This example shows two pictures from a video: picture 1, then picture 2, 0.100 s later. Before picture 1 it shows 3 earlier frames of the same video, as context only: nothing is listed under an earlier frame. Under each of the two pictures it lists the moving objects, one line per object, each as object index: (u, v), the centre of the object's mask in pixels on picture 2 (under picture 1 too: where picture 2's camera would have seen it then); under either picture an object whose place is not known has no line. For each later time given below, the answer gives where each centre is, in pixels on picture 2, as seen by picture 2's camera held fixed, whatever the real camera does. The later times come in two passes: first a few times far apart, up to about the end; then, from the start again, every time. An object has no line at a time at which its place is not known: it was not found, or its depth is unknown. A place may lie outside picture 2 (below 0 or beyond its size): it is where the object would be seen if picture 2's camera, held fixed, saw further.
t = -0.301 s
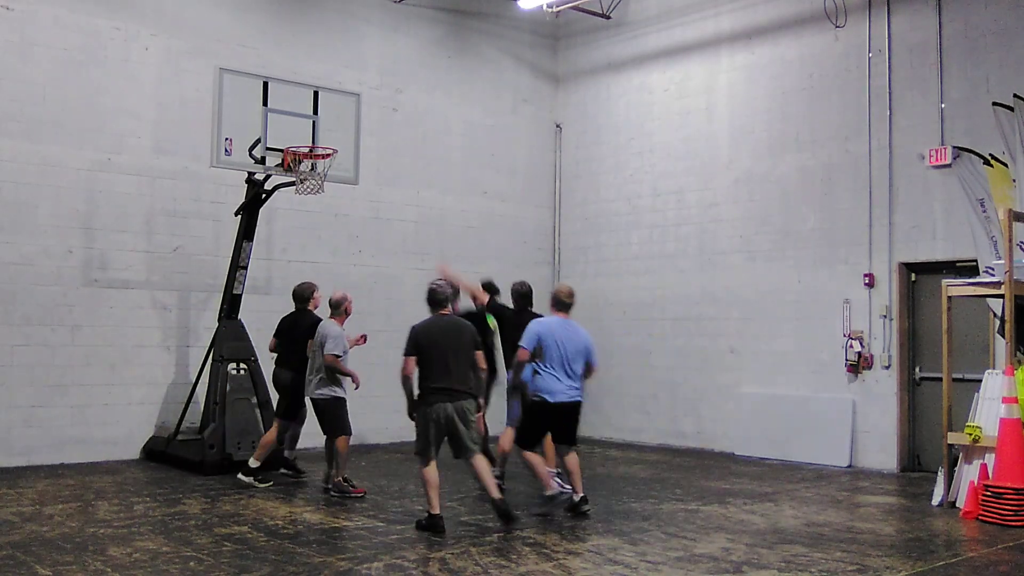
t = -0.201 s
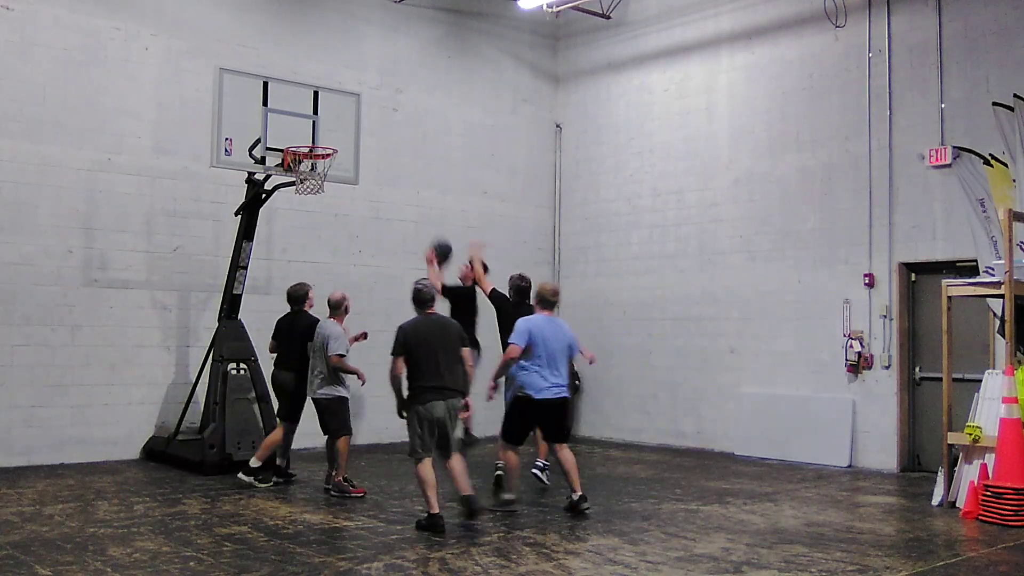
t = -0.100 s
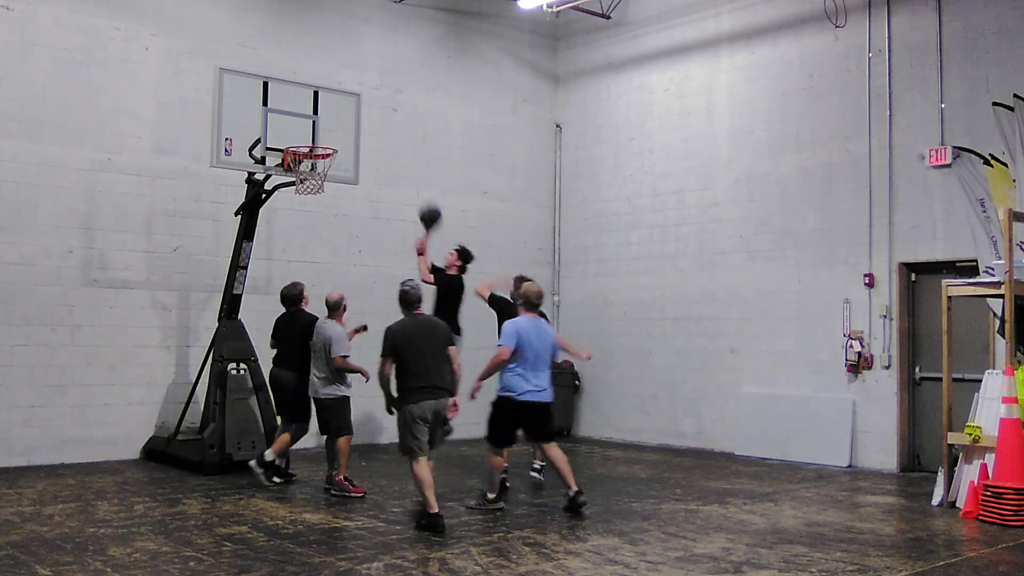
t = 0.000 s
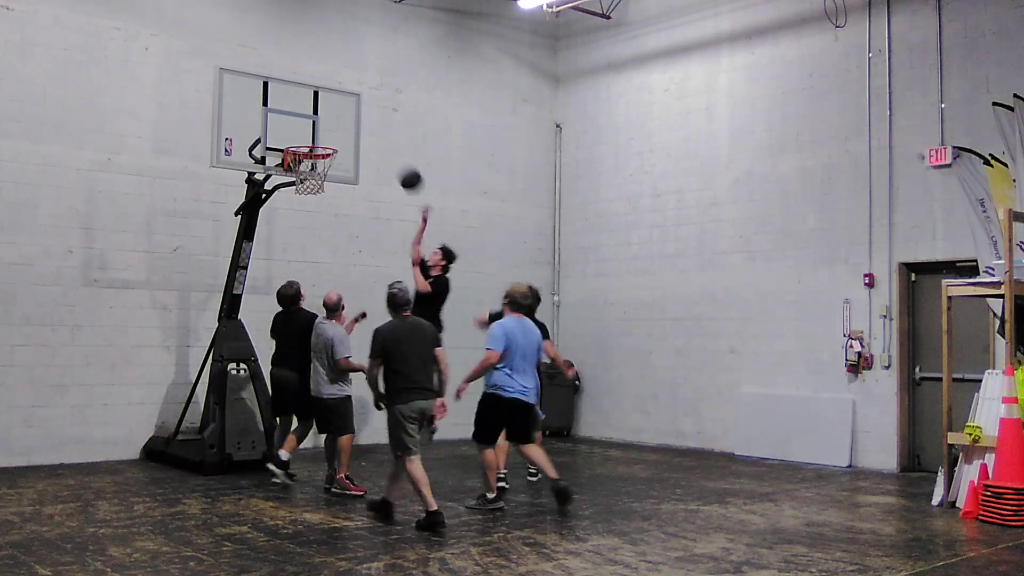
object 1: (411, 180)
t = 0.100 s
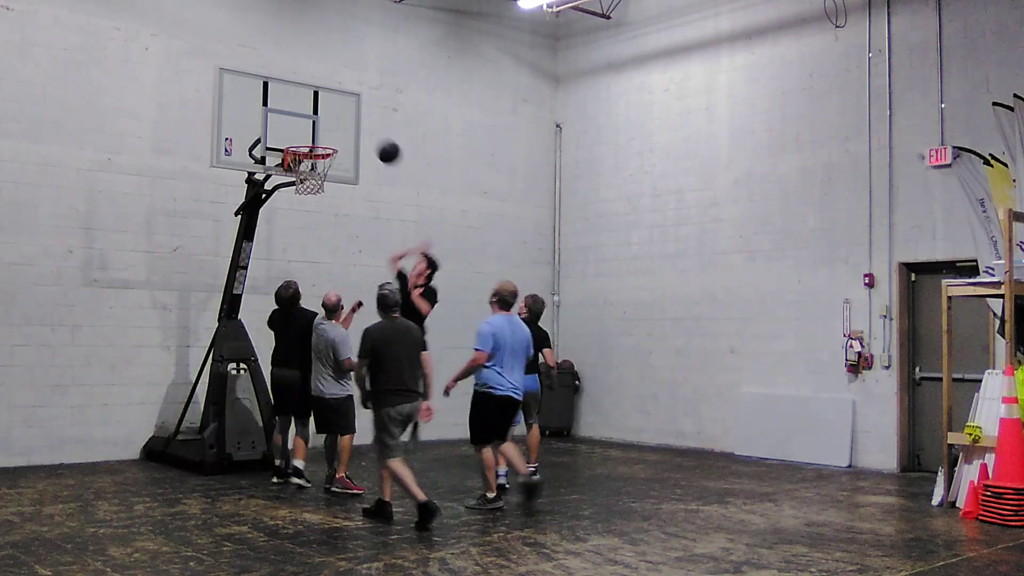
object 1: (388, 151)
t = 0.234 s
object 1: (358, 131)
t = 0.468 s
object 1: (302, 135)
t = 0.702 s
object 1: (327, 126)
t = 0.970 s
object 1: (369, 171)
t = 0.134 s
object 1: (381, 145)
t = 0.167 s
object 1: (374, 139)
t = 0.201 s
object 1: (365, 134)
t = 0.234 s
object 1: (358, 131)
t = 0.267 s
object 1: (350, 128)
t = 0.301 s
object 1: (343, 126)
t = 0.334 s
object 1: (335, 126)
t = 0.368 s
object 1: (327, 127)
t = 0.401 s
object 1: (318, 129)
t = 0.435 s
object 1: (310, 131)
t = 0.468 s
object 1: (302, 135)
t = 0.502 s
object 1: (295, 137)
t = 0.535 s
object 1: (300, 135)
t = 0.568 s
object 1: (306, 131)
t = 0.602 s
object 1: (310, 128)
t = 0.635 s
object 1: (316, 126)
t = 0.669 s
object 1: (321, 126)
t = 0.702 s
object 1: (327, 126)
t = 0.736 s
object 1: (333, 128)
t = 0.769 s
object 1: (338, 130)
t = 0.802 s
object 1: (343, 134)
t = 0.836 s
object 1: (349, 140)
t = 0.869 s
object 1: (354, 146)
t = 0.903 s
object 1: (359, 153)
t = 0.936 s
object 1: (364, 162)
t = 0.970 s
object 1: (369, 171)
